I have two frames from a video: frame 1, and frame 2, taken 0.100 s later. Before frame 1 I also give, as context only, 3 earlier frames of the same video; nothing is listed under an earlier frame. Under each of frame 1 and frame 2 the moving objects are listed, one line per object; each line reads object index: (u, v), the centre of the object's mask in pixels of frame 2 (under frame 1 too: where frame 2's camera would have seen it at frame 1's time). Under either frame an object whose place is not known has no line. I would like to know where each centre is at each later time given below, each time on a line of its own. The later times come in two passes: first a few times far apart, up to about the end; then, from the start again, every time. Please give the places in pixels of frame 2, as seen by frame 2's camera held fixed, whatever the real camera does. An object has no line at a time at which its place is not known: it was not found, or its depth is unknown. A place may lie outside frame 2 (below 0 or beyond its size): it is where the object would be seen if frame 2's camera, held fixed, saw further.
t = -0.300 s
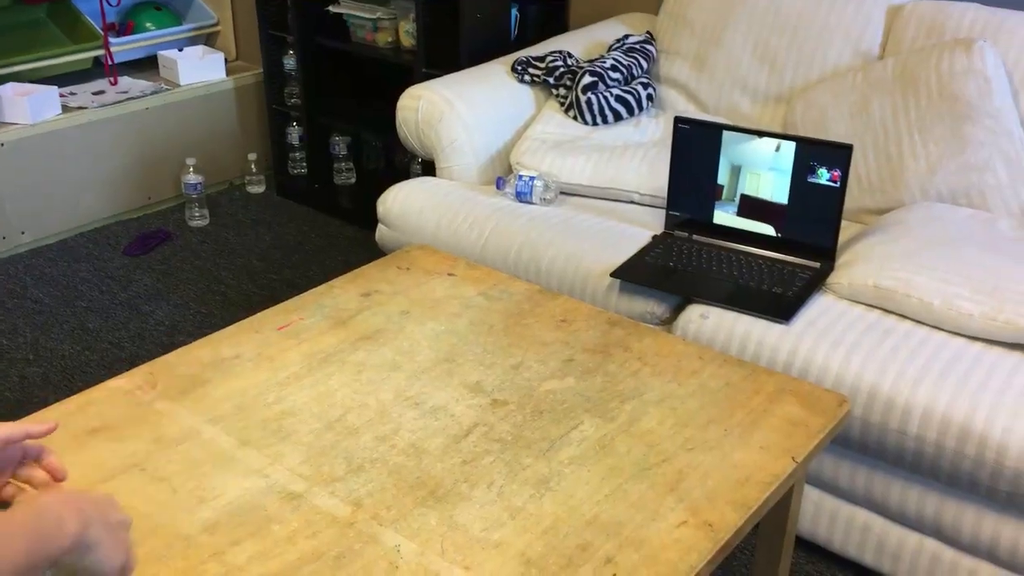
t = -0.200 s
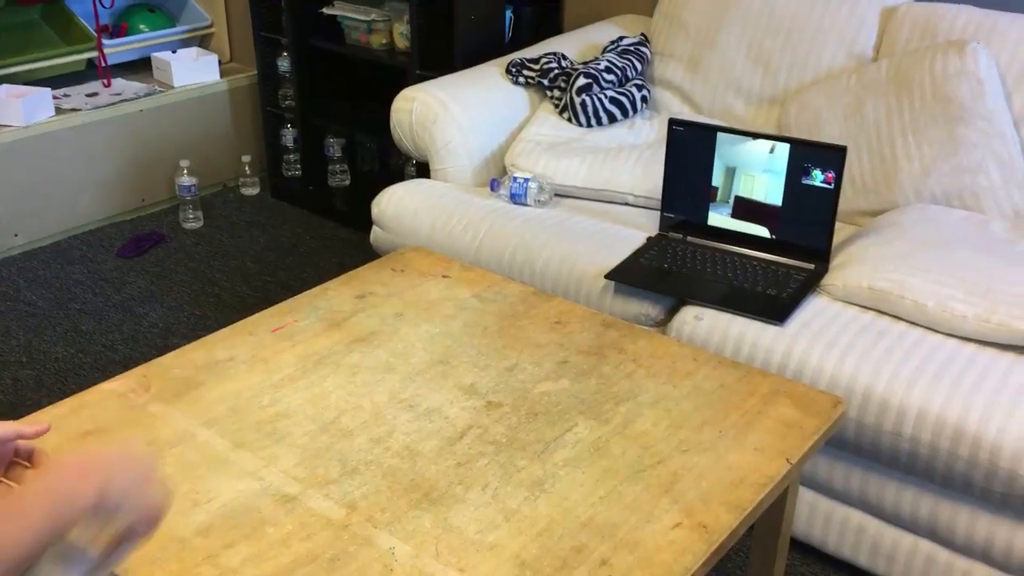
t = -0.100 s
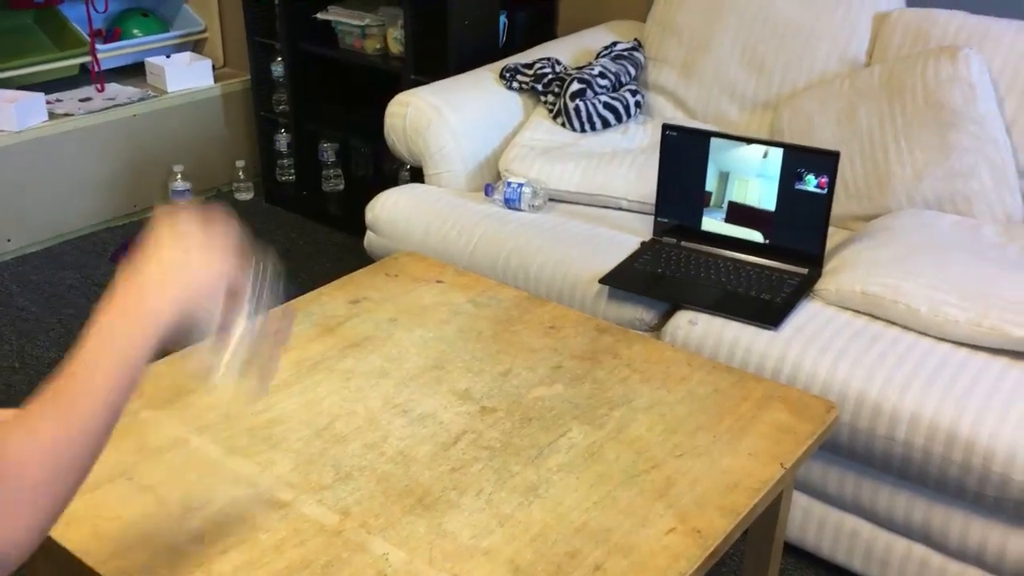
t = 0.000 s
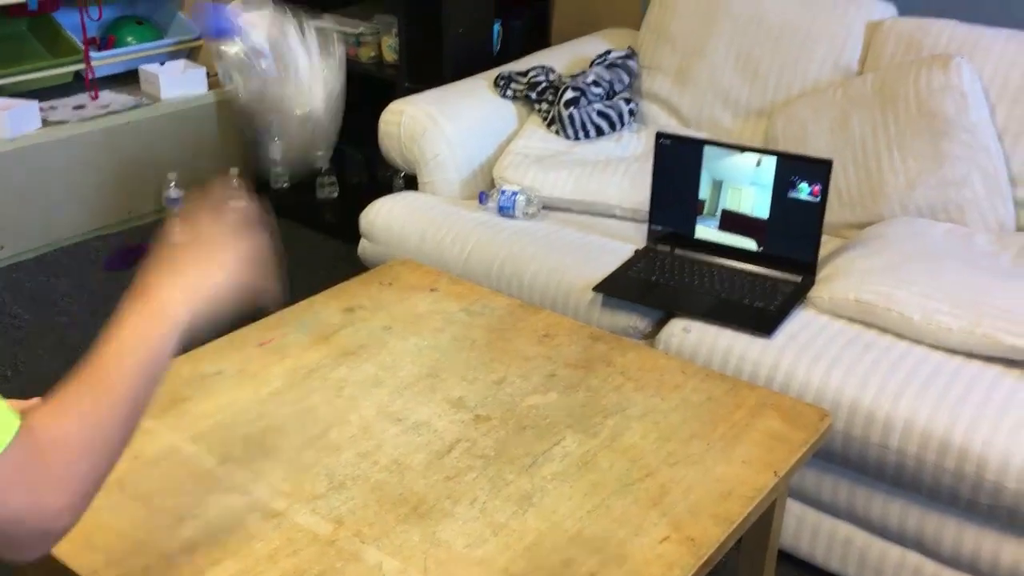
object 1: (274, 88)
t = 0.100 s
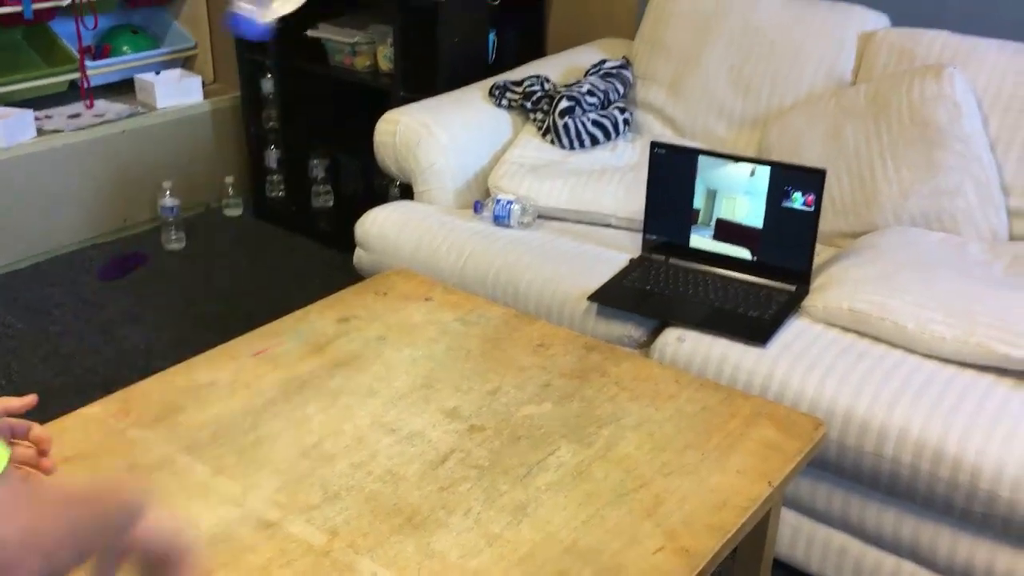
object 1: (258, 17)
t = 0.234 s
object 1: (320, 20)
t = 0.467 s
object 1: (368, 448)
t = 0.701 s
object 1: (291, 513)
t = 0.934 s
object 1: (274, 504)
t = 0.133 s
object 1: (285, 16)
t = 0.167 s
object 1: (313, 14)
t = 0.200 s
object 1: (329, 14)
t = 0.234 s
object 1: (320, 20)
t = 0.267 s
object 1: (319, 42)
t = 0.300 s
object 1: (329, 93)
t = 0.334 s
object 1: (338, 155)
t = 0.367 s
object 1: (345, 214)
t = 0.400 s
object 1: (355, 290)
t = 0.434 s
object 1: (364, 369)
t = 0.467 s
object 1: (368, 448)
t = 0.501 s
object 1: (365, 460)
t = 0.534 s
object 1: (354, 462)
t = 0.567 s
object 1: (340, 469)
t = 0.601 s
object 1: (323, 487)
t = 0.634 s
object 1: (309, 506)
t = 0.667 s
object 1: (300, 509)
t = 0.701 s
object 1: (291, 513)
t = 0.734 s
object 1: (288, 512)
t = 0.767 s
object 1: (285, 510)
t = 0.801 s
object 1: (282, 508)
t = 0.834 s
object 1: (280, 507)
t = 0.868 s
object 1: (278, 506)
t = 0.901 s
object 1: (276, 505)
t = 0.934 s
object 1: (274, 504)
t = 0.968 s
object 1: (272, 502)
